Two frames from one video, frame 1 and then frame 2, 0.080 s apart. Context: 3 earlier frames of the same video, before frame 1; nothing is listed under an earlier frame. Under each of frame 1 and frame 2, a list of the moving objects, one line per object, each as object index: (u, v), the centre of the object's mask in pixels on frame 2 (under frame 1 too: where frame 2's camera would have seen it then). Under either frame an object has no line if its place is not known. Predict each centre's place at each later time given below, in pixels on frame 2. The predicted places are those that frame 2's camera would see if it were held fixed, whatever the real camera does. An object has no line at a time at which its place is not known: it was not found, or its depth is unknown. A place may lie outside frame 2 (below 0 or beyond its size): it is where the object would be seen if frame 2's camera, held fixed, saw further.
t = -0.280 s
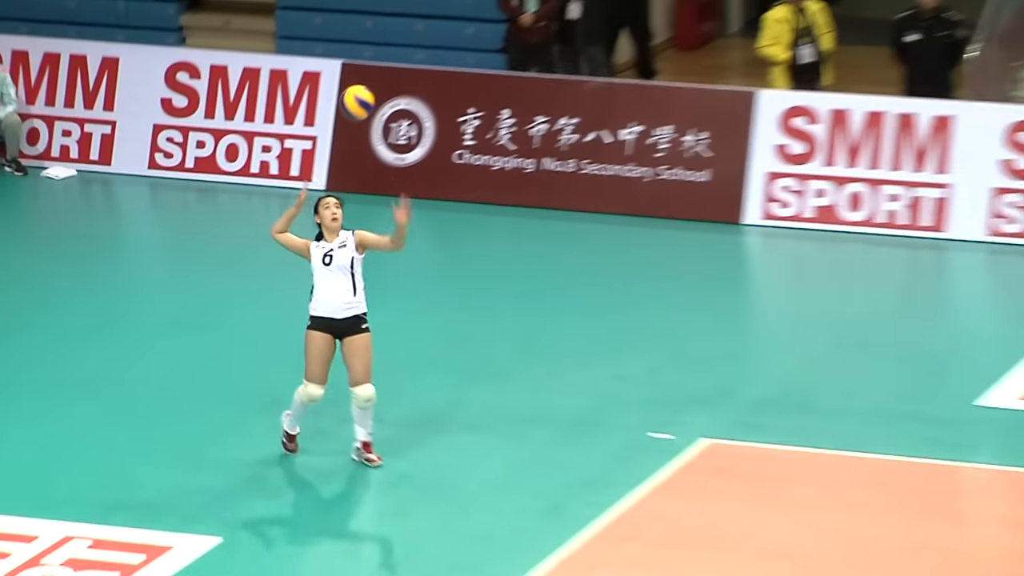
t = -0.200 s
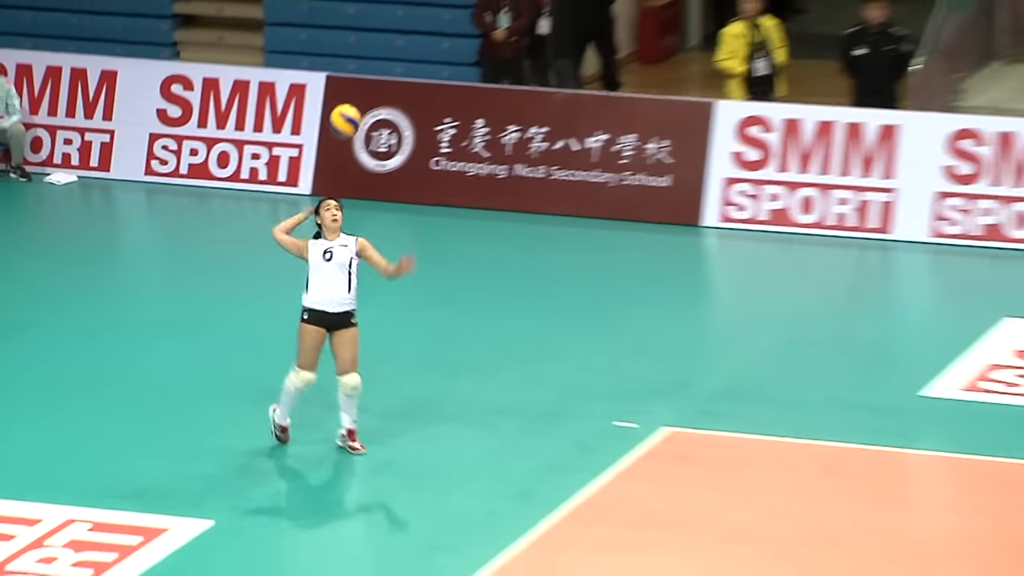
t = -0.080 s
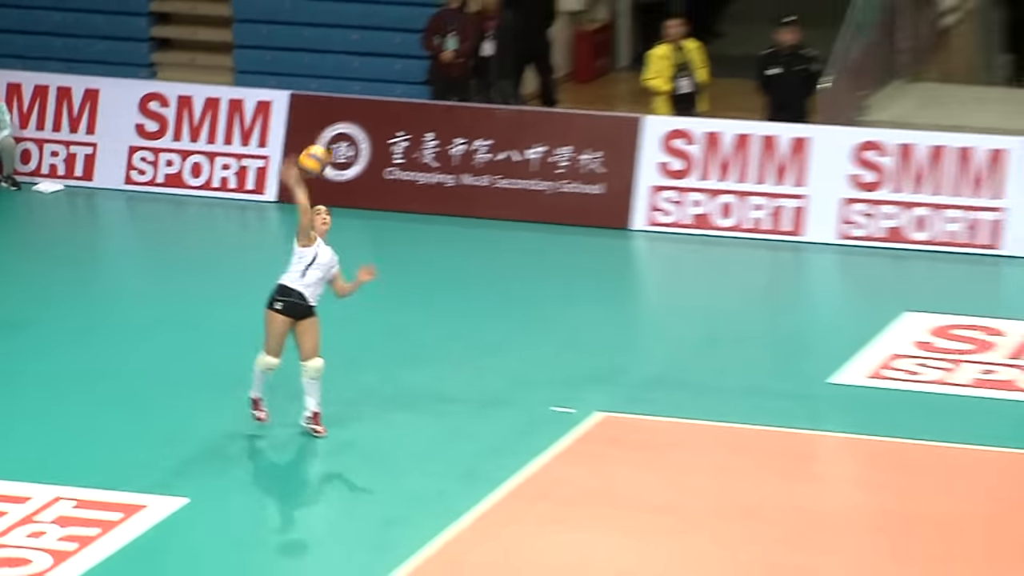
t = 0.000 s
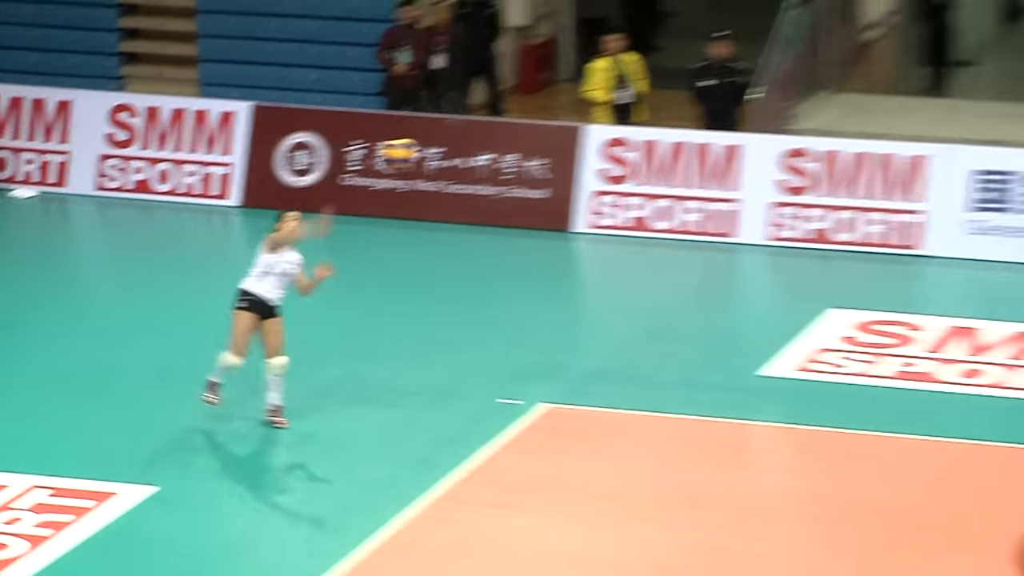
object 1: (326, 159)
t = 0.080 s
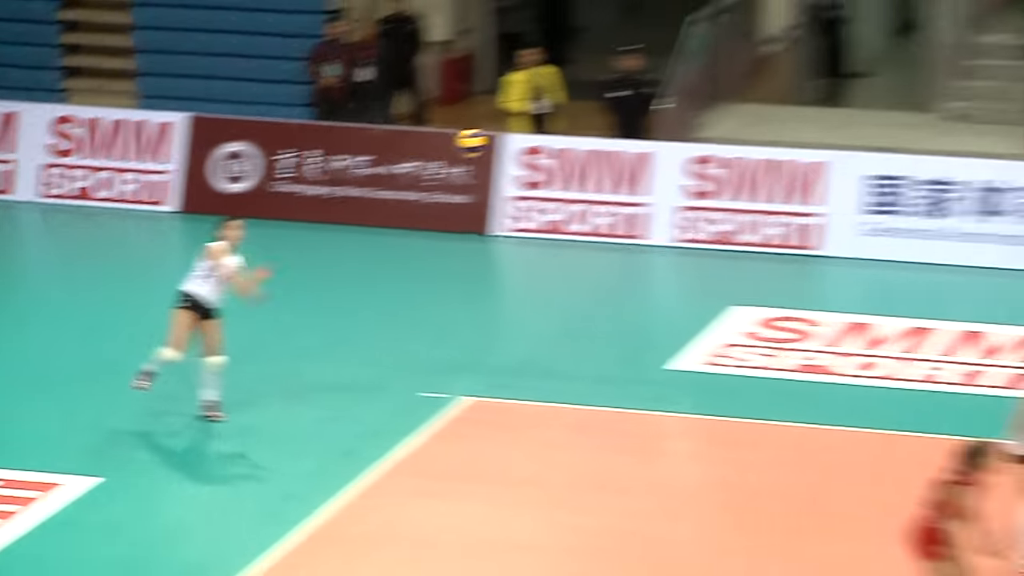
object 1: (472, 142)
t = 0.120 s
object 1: (545, 135)
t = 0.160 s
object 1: (618, 130)
